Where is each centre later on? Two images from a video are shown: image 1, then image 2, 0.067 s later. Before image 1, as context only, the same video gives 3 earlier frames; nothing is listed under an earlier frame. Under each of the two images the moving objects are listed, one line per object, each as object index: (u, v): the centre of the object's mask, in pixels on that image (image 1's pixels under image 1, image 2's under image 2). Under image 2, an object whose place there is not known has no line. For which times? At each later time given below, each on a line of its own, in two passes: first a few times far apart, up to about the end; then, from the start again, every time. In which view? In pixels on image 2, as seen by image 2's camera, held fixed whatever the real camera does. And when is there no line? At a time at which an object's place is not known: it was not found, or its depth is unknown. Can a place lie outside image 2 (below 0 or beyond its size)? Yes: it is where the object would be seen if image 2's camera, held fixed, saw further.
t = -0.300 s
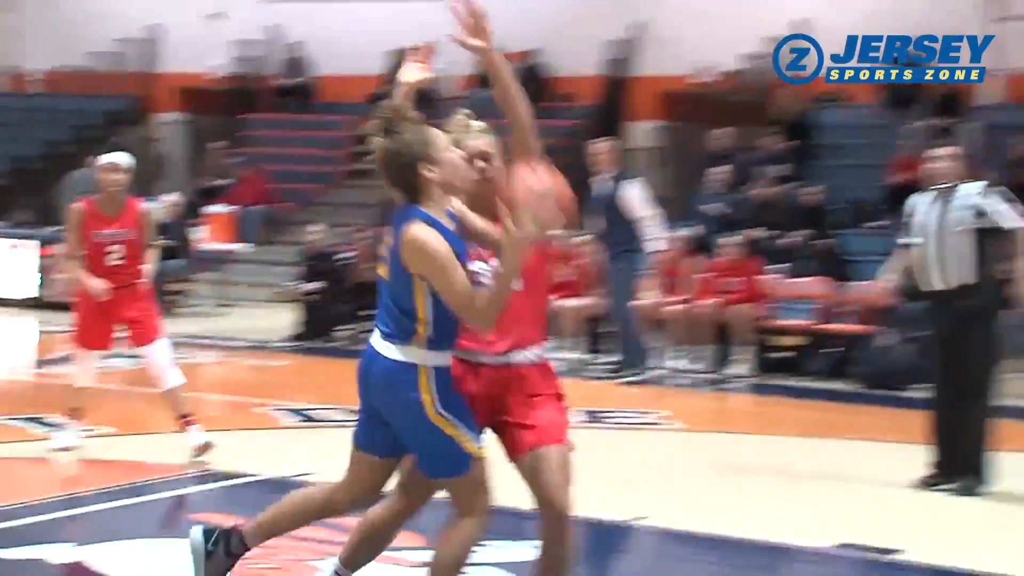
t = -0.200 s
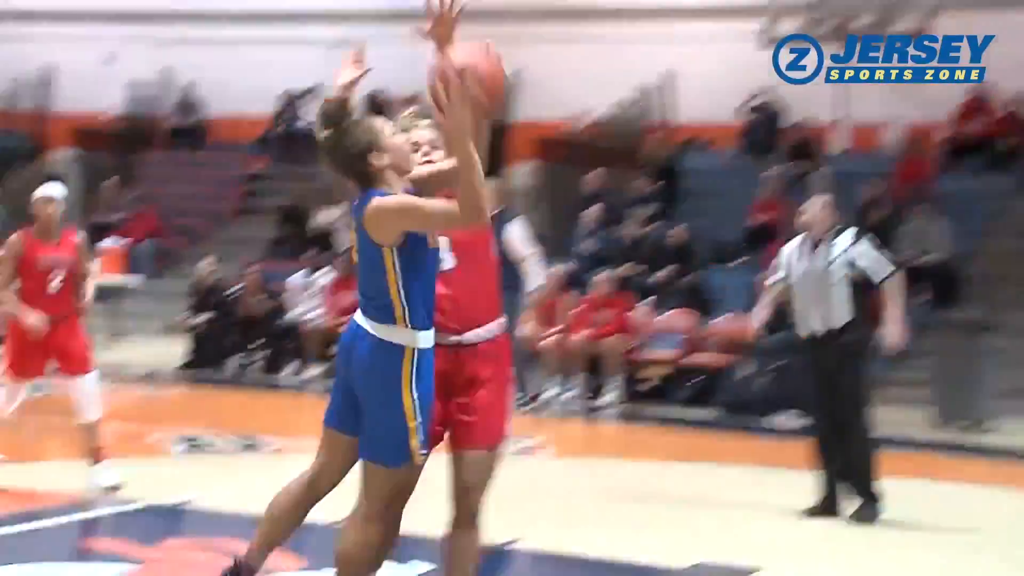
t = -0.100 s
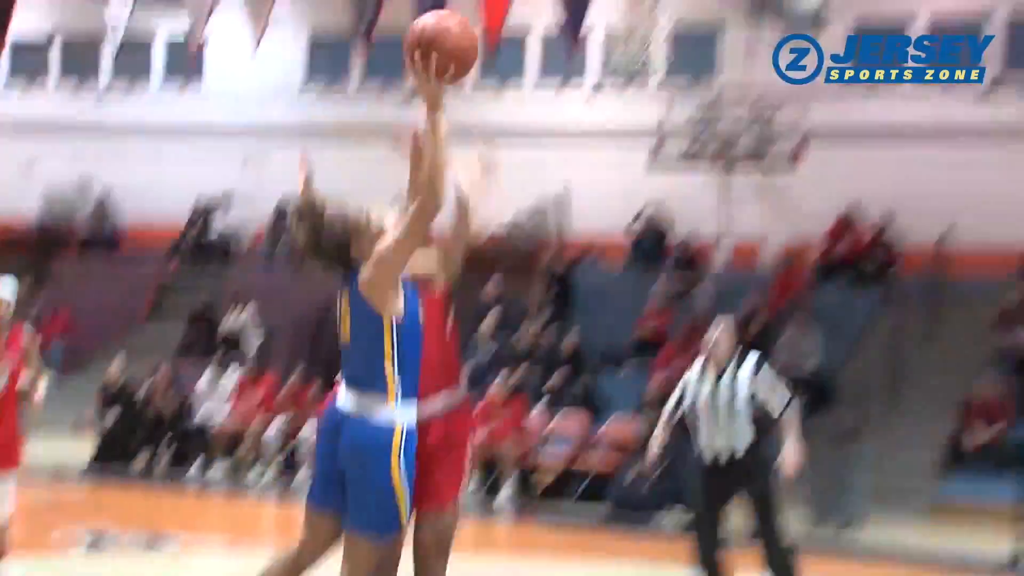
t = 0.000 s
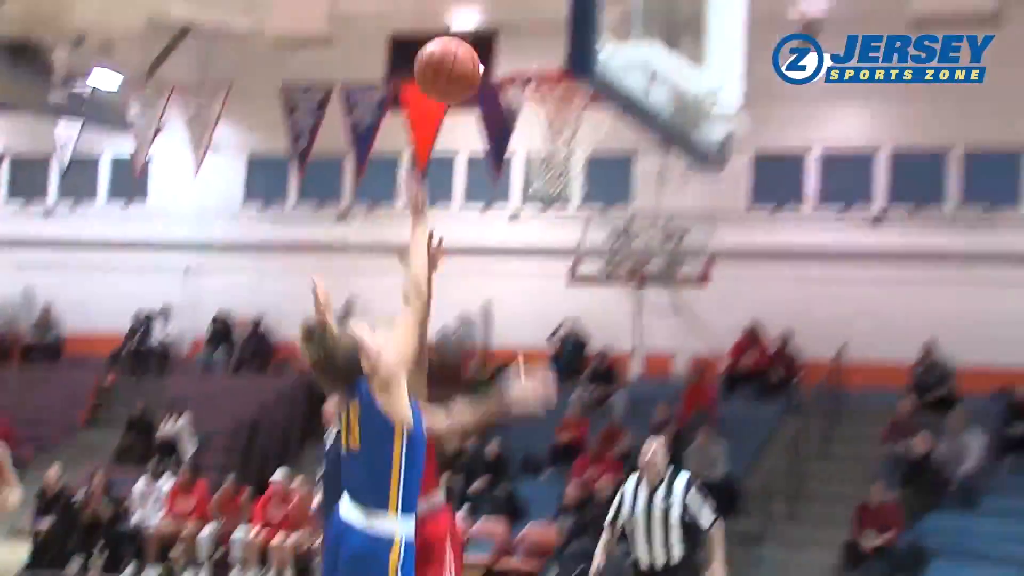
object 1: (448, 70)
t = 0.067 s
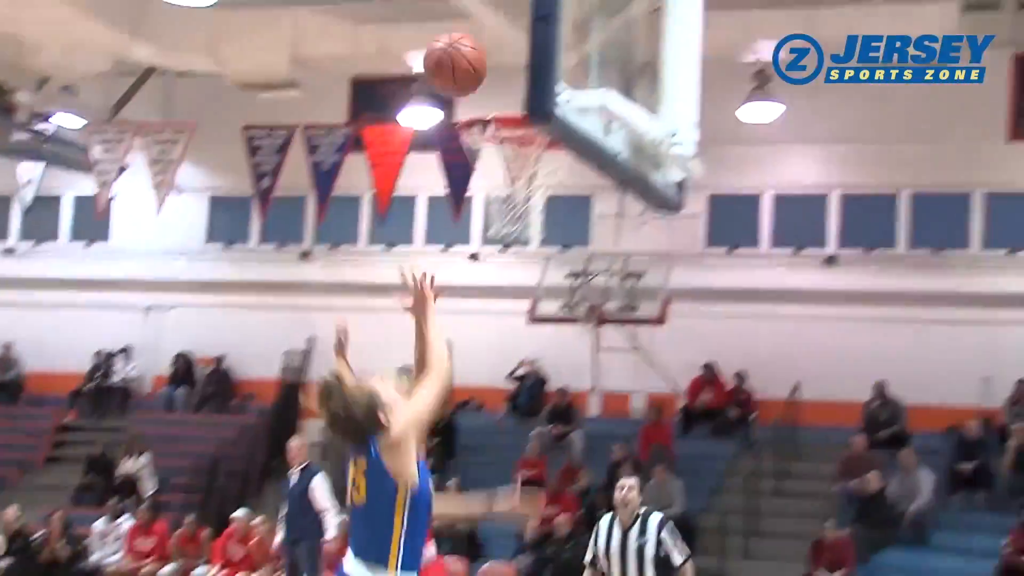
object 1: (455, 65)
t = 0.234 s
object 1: (521, 3)
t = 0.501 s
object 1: (498, 75)
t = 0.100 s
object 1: (477, 45)
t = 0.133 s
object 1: (497, 30)
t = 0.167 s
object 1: (511, 15)
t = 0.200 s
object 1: (521, 4)
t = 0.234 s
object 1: (521, 3)
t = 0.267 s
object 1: (521, 0)
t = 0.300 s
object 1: (517, 3)
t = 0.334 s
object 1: (515, 10)
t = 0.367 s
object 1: (512, 18)
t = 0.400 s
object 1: (509, 28)
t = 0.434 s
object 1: (506, 40)
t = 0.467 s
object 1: (502, 56)
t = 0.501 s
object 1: (498, 75)
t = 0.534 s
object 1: (493, 93)
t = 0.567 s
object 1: (487, 105)
